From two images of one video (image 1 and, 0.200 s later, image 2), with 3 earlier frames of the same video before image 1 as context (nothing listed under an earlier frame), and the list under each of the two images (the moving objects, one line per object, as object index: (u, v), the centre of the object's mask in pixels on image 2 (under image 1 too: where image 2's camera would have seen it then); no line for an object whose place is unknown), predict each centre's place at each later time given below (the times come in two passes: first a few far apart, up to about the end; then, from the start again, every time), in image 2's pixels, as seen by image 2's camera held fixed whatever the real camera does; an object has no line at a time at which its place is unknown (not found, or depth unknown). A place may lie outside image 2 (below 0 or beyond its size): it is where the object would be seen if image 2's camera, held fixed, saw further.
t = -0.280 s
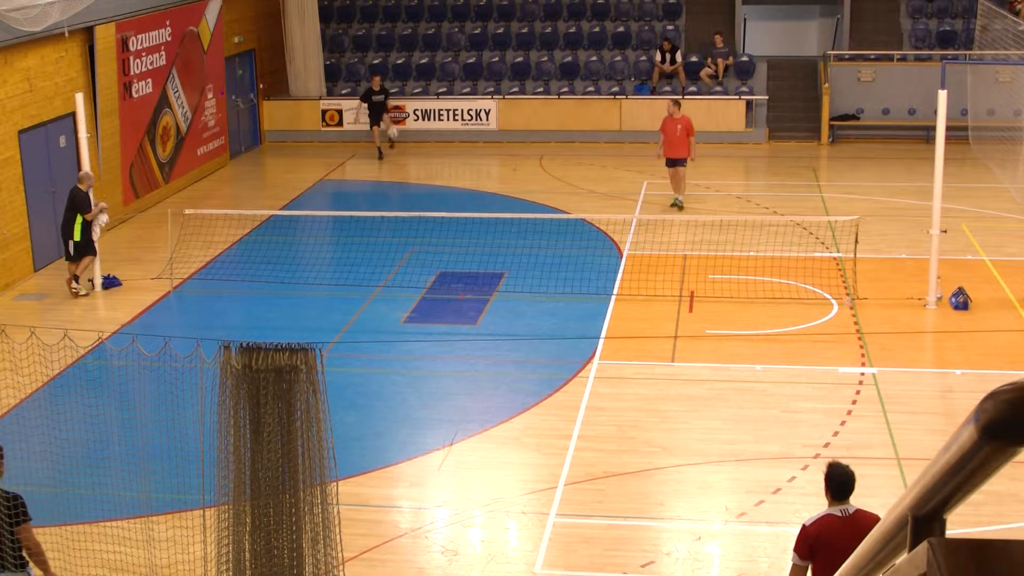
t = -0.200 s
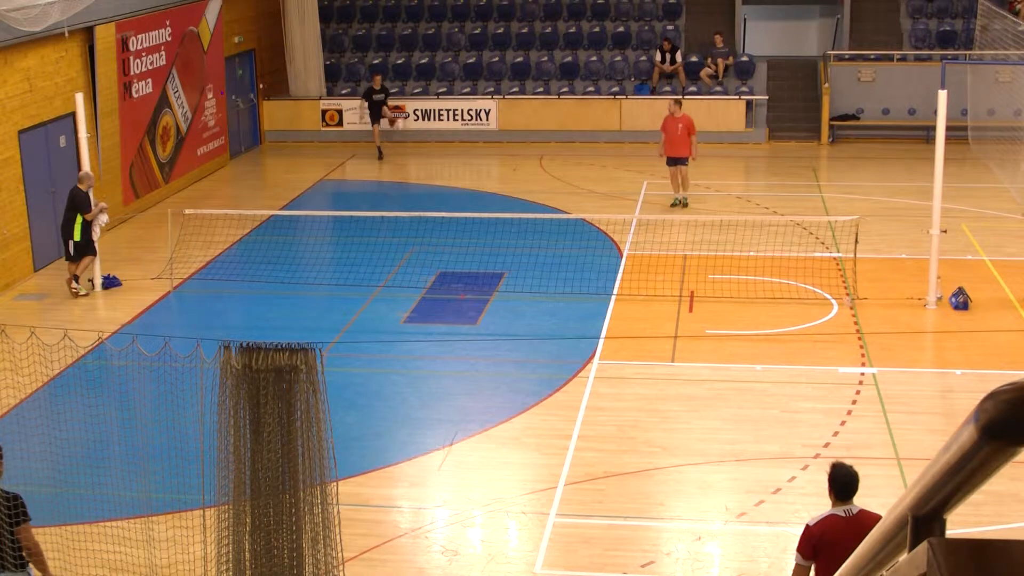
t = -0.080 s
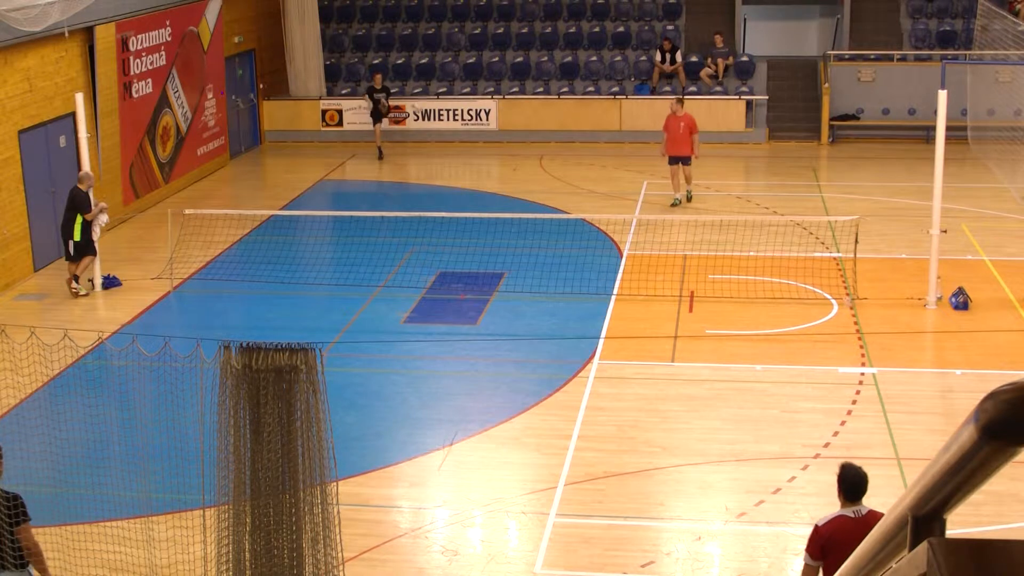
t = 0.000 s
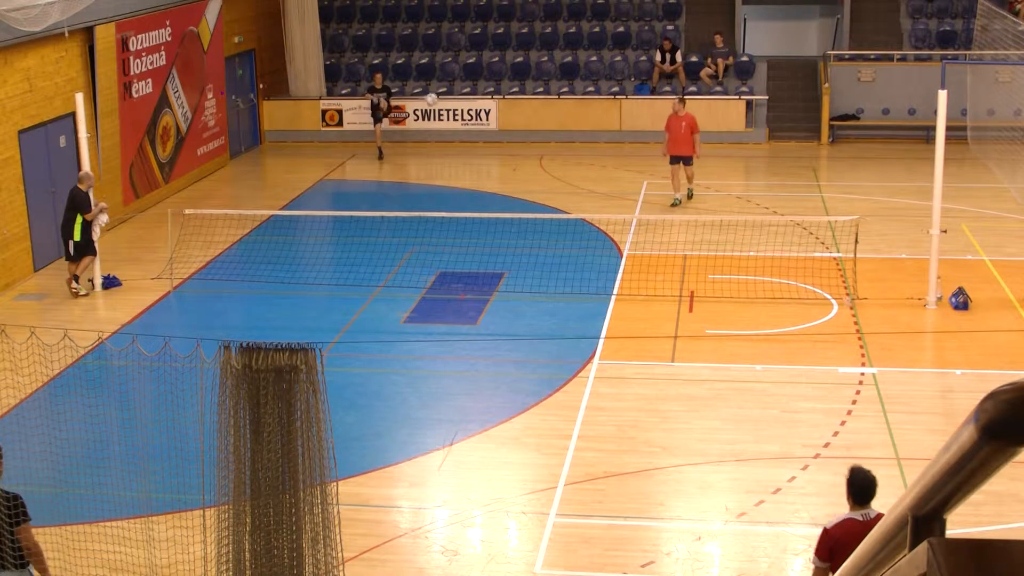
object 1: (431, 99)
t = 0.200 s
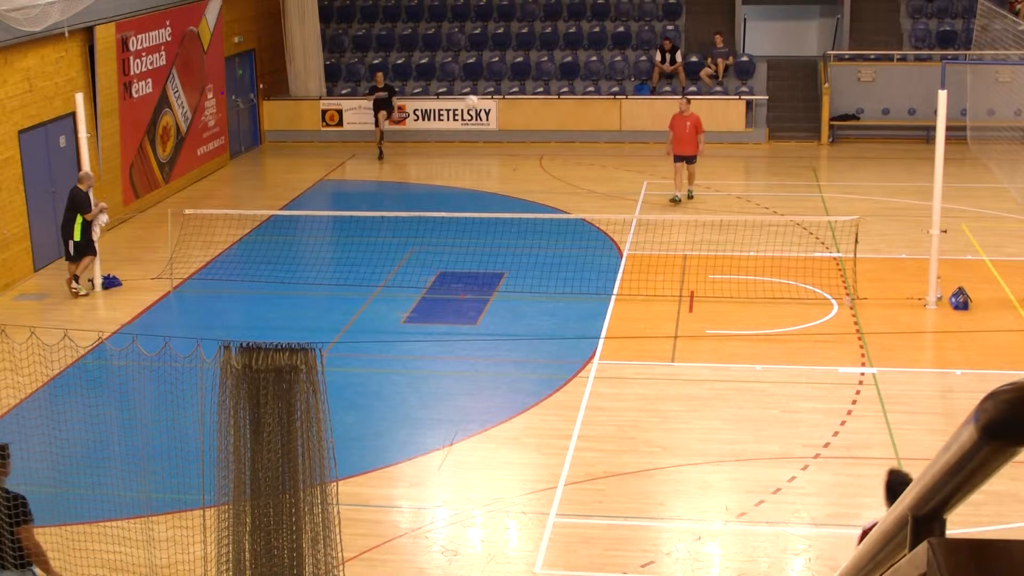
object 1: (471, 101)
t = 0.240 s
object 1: (483, 106)
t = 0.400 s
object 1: (527, 142)
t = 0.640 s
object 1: (614, 261)
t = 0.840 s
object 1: (705, 411)
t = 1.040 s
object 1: (797, 394)
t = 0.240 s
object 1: (483, 106)
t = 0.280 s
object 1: (493, 113)
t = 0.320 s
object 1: (504, 122)
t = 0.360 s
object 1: (514, 130)
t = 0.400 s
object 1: (527, 142)
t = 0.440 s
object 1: (540, 156)
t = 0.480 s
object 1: (554, 172)
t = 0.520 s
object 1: (568, 190)
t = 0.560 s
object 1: (582, 212)
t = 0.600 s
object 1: (598, 237)
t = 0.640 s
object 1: (614, 261)
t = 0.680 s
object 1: (631, 292)
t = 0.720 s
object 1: (649, 325)
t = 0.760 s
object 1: (668, 367)
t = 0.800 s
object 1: (687, 407)
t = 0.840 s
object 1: (705, 411)
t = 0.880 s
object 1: (721, 404)
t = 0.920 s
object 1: (739, 400)
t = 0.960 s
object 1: (757, 395)
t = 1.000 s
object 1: (776, 394)
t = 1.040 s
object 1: (797, 394)
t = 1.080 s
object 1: (817, 396)
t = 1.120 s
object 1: (839, 400)
